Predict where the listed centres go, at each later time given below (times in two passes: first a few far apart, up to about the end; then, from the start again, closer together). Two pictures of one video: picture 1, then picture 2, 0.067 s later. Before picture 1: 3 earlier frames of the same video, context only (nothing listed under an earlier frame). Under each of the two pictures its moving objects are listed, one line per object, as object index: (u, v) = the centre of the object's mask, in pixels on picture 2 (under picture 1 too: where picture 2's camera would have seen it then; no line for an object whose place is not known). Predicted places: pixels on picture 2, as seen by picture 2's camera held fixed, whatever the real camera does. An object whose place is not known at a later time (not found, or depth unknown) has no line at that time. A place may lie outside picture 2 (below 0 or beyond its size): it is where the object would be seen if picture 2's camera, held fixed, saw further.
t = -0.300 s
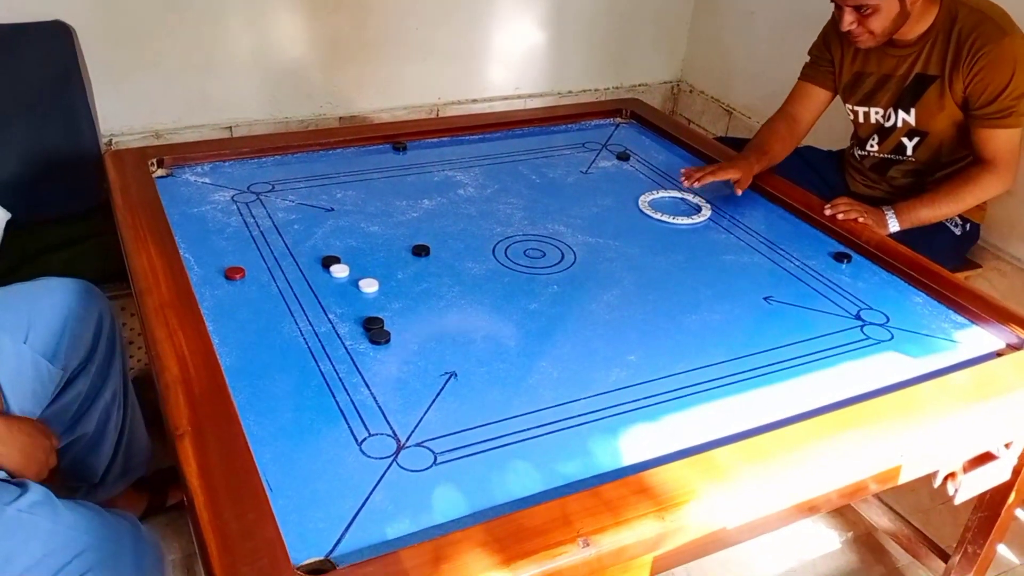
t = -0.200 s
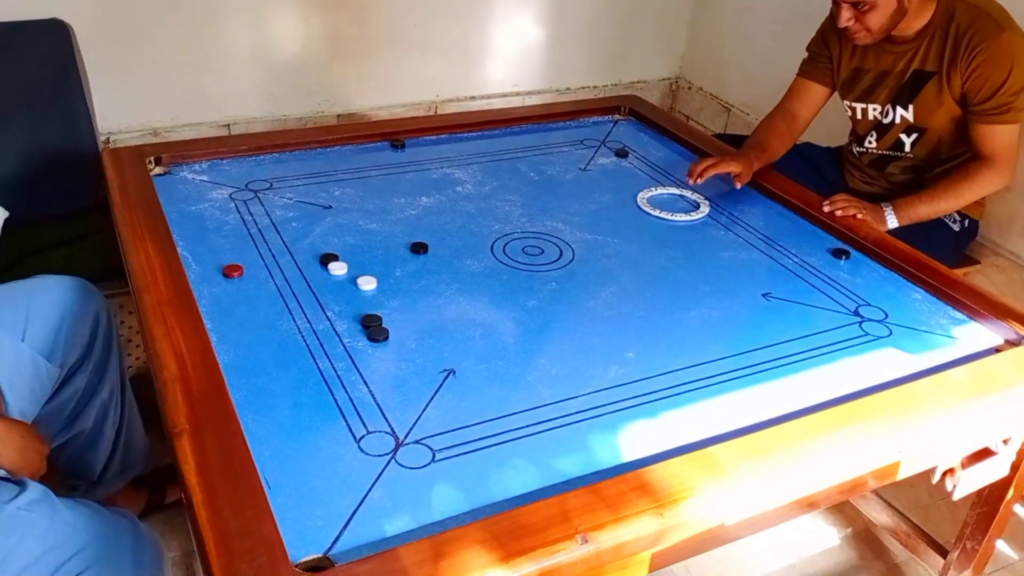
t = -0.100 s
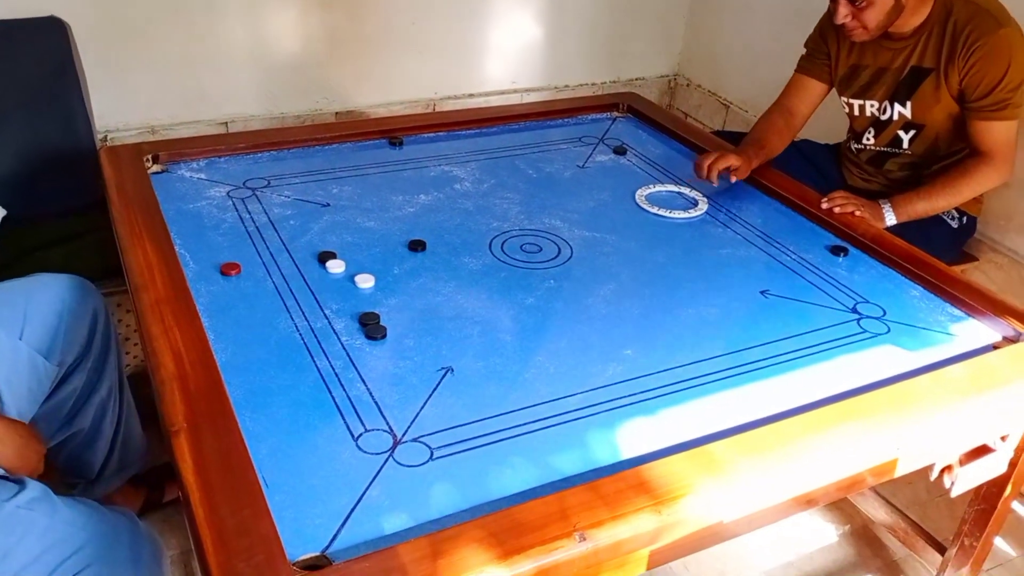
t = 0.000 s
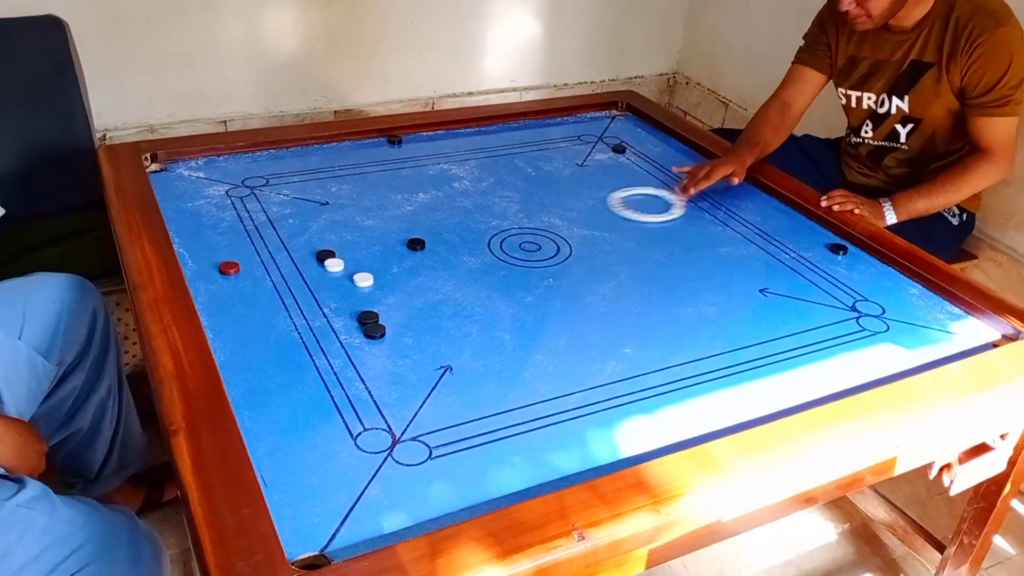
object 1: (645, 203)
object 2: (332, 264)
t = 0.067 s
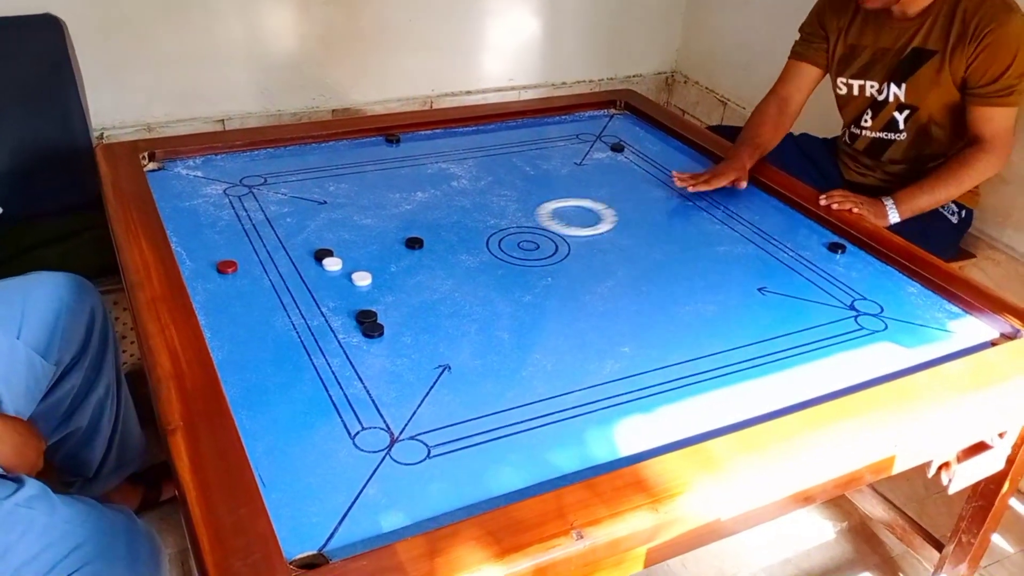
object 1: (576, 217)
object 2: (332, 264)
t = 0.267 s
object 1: (370, 258)
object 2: (313, 266)
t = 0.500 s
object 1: (243, 285)
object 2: (193, 266)
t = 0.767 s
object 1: (260, 291)
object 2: (184, 234)
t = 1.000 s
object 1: (284, 295)
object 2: (181, 210)
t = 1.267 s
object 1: (307, 298)
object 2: (178, 188)
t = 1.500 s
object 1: (324, 299)
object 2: (177, 173)
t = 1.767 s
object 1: (337, 298)
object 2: (178, 160)
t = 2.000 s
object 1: (345, 298)
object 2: (185, 164)
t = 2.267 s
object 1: (350, 298)
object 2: (187, 166)
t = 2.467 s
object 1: (351, 299)
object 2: (188, 167)
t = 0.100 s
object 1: (540, 224)
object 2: (332, 264)
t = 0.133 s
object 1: (503, 231)
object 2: (332, 264)
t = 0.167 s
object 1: (464, 239)
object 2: (332, 264)
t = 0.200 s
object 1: (430, 245)
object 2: (332, 264)
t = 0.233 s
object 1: (396, 253)
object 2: (332, 264)
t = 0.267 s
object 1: (370, 258)
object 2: (313, 266)
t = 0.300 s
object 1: (346, 263)
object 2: (282, 272)
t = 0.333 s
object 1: (322, 268)
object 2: (249, 278)
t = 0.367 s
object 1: (297, 273)
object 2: (224, 281)
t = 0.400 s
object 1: (272, 278)
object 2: (197, 285)
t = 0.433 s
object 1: (253, 281)
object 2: (194, 279)
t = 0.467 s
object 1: (248, 283)
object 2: (194, 270)
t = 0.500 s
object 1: (243, 285)
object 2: (193, 266)
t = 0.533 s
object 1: (239, 286)
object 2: (192, 265)
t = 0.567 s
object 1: (236, 288)
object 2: (190, 258)
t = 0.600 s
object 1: (240, 288)
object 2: (188, 252)
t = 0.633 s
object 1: (243, 289)
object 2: (188, 250)
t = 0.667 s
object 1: (248, 290)
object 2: (186, 244)
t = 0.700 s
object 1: (252, 290)
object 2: (186, 241)
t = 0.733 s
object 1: (256, 291)
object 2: (185, 237)
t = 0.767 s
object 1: (260, 291)
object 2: (184, 234)
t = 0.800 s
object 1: (263, 292)
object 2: (184, 230)
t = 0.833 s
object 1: (267, 292)
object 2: (183, 226)
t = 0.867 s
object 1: (270, 293)
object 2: (183, 223)
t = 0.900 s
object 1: (274, 293)
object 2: (182, 220)
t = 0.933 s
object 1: (277, 294)
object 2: (182, 216)
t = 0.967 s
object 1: (280, 294)
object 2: (181, 213)
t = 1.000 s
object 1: (284, 295)
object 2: (181, 210)
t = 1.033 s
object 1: (287, 295)
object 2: (180, 207)
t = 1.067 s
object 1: (290, 296)
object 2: (180, 204)
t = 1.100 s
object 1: (293, 296)
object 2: (180, 201)
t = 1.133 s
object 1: (296, 296)
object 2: (179, 198)
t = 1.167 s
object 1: (299, 297)
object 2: (179, 196)
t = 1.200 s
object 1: (302, 297)
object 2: (179, 193)
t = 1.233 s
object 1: (304, 297)
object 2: (179, 190)
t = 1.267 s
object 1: (307, 298)
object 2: (178, 188)
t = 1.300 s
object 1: (310, 298)
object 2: (178, 185)
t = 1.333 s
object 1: (313, 298)
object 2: (178, 183)
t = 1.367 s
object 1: (315, 298)
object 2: (178, 181)
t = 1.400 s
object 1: (318, 298)
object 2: (178, 179)
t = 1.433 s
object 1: (320, 299)
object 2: (178, 177)
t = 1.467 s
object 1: (322, 299)
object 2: (178, 175)
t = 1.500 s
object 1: (324, 299)
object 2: (177, 173)
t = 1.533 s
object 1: (326, 299)
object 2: (177, 171)
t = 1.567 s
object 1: (328, 299)
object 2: (177, 169)
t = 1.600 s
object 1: (330, 299)
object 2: (178, 167)
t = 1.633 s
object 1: (331, 299)
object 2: (178, 166)
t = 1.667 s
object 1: (333, 299)
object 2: (177, 164)
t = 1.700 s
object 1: (334, 299)
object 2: (178, 162)
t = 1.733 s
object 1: (336, 299)
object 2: (178, 161)
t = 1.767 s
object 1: (337, 298)
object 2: (178, 160)
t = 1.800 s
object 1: (338, 299)
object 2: (179, 161)
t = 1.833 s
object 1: (340, 298)
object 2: (180, 161)
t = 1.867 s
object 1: (341, 298)
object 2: (181, 162)
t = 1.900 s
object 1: (342, 298)
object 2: (182, 162)
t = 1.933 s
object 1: (343, 298)
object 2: (183, 163)
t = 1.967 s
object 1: (344, 298)
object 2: (184, 163)
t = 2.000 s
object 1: (345, 298)
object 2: (185, 164)
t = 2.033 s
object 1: (346, 298)
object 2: (185, 164)
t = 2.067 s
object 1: (347, 298)
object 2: (185, 165)
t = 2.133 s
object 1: (348, 298)
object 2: (186, 165)
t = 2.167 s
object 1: (349, 298)
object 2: (186, 165)
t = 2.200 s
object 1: (349, 298)
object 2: (187, 165)
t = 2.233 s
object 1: (350, 298)
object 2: (187, 165)
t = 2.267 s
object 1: (350, 298)
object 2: (187, 166)
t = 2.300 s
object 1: (350, 299)
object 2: (187, 166)
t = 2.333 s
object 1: (351, 298)
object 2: (187, 166)
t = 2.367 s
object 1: (351, 298)
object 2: (188, 166)
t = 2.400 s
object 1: (351, 298)
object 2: (188, 166)
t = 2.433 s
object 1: (351, 299)
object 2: (188, 166)
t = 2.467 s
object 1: (351, 299)
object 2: (188, 167)
